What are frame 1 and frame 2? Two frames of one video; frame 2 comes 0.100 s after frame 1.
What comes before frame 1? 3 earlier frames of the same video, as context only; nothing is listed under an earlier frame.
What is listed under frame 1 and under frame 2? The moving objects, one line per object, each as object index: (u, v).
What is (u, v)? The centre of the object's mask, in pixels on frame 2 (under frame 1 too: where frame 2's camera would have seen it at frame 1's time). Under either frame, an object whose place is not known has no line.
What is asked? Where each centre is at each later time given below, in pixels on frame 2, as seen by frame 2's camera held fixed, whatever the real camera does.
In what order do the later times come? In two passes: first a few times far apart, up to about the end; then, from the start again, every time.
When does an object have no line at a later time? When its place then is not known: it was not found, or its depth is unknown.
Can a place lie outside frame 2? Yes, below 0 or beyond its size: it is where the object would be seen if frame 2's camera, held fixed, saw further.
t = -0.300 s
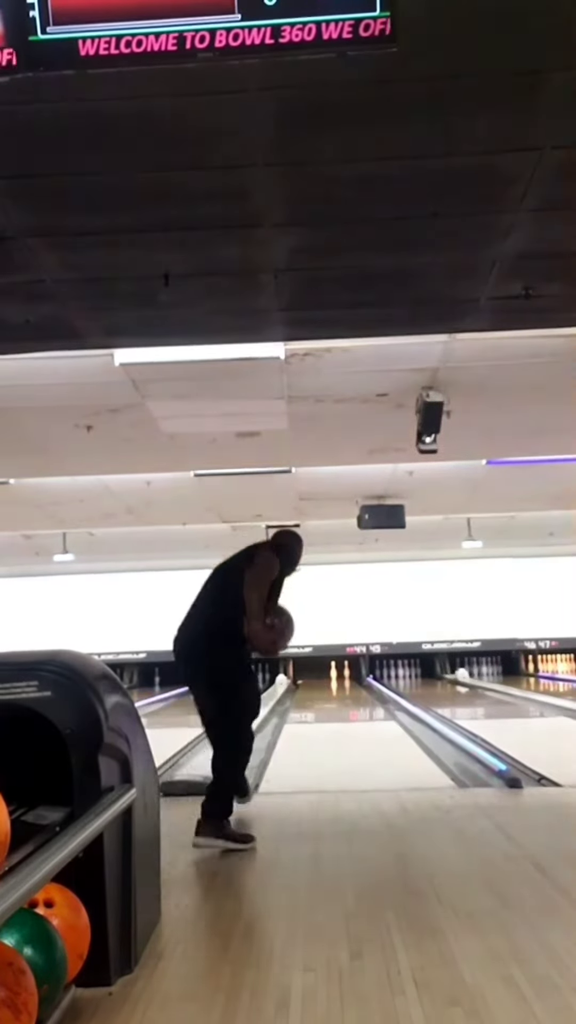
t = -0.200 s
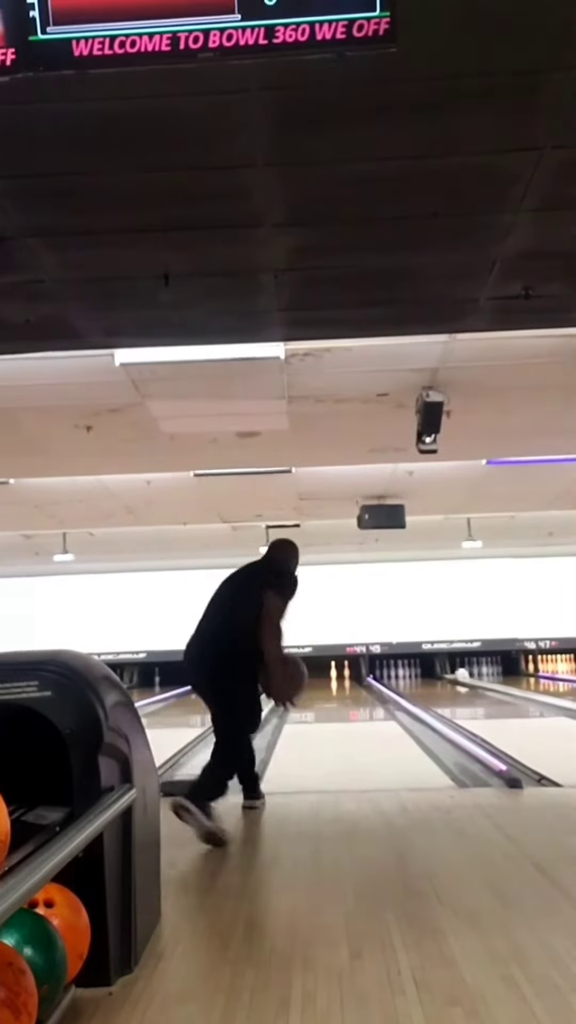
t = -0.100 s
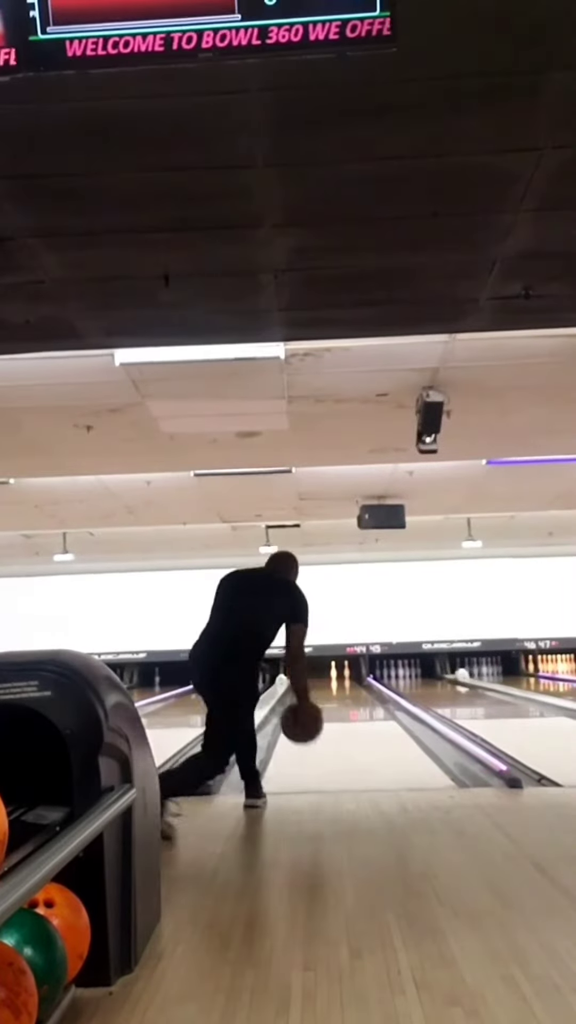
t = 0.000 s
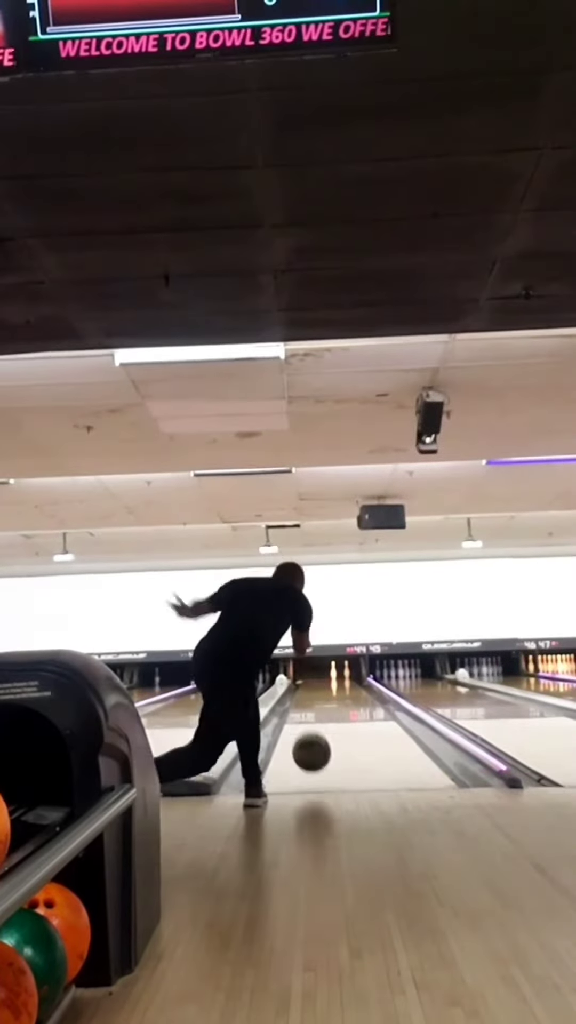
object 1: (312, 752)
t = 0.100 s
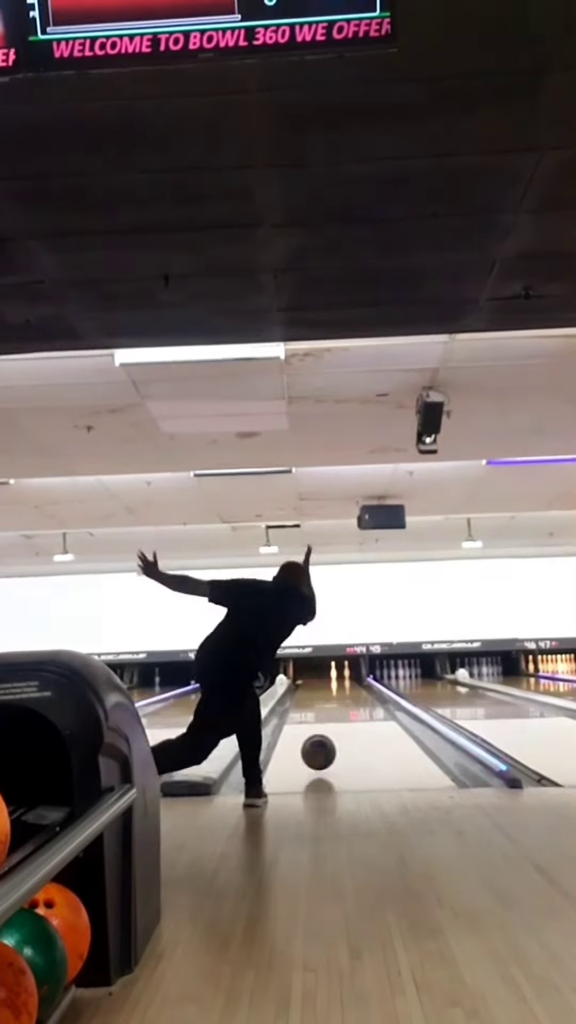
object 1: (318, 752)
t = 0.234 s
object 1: (325, 742)
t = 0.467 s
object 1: (334, 724)
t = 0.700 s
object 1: (339, 713)
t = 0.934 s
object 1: (343, 704)
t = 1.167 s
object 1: (345, 697)
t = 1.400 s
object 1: (347, 692)
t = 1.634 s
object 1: (348, 688)
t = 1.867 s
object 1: (349, 684)
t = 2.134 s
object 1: (349, 681)
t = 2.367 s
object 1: (347, 678)
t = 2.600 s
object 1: (345, 677)
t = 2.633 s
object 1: (345, 677)
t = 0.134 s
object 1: (320, 749)
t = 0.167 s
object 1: (322, 748)
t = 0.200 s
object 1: (324, 745)
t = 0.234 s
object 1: (325, 742)
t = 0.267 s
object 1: (327, 739)
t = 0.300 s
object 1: (328, 736)
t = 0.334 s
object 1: (329, 734)
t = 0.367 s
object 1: (330, 731)
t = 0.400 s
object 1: (332, 729)
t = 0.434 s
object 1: (333, 726)
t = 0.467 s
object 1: (334, 724)
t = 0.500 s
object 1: (335, 722)
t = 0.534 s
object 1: (336, 721)
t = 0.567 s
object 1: (336, 718)
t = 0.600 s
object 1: (337, 717)
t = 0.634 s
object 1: (338, 716)
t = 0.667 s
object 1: (339, 714)
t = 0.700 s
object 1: (339, 713)
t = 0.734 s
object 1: (339, 711)
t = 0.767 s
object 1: (341, 710)
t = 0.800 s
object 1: (341, 709)
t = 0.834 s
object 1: (342, 708)
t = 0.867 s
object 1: (342, 706)
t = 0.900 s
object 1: (342, 706)
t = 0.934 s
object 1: (343, 704)
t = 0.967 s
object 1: (343, 703)
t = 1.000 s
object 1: (344, 702)
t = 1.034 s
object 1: (344, 701)
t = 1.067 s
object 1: (345, 699)
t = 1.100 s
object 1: (345, 698)
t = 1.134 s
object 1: (345, 698)
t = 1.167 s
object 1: (345, 697)
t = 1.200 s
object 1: (345, 696)
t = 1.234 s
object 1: (346, 695)
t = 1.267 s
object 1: (346, 695)
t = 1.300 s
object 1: (346, 694)
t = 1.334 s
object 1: (347, 693)
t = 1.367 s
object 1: (347, 692)
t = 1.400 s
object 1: (347, 692)
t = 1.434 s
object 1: (347, 691)
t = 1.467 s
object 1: (347, 690)
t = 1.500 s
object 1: (348, 690)
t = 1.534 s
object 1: (348, 689)
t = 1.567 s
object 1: (347, 689)
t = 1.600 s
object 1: (347, 688)
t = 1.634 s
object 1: (348, 688)
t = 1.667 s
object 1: (348, 687)
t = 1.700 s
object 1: (348, 686)
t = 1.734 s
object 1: (348, 686)
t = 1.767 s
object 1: (349, 685)
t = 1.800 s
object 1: (349, 684)
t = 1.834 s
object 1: (349, 684)
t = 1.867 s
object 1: (349, 684)
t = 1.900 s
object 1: (349, 684)
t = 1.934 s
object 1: (349, 683)
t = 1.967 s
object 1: (349, 683)
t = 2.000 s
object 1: (350, 682)
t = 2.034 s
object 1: (349, 682)
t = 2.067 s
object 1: (349, 682)
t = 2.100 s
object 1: (349, 681)
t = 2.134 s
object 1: (349, 681)
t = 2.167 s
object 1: (348, 681)
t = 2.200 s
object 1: (349, 680)
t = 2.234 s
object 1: (349, 680)
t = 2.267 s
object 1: (348, 680)
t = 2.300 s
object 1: (348, 679)
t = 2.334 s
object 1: (347, 678)
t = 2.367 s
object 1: (347, 678)
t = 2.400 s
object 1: (347, 678)
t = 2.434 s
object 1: (346, 678)
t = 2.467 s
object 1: (346, 678)
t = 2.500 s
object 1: (346, 678)
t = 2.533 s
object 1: (346, 677)
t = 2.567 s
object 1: (345, 677)
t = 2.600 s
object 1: (345, 677)
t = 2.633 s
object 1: (345, 677)
